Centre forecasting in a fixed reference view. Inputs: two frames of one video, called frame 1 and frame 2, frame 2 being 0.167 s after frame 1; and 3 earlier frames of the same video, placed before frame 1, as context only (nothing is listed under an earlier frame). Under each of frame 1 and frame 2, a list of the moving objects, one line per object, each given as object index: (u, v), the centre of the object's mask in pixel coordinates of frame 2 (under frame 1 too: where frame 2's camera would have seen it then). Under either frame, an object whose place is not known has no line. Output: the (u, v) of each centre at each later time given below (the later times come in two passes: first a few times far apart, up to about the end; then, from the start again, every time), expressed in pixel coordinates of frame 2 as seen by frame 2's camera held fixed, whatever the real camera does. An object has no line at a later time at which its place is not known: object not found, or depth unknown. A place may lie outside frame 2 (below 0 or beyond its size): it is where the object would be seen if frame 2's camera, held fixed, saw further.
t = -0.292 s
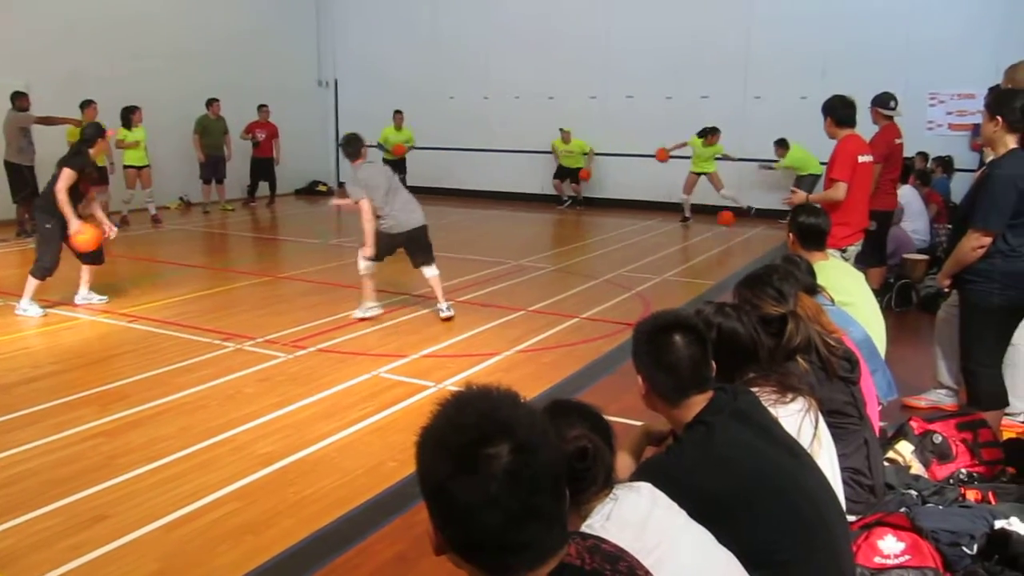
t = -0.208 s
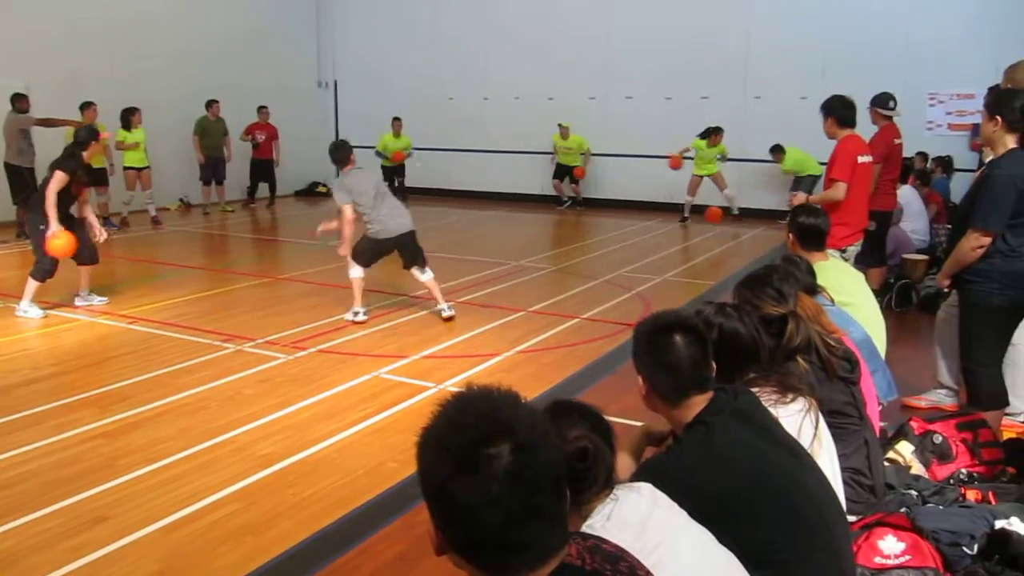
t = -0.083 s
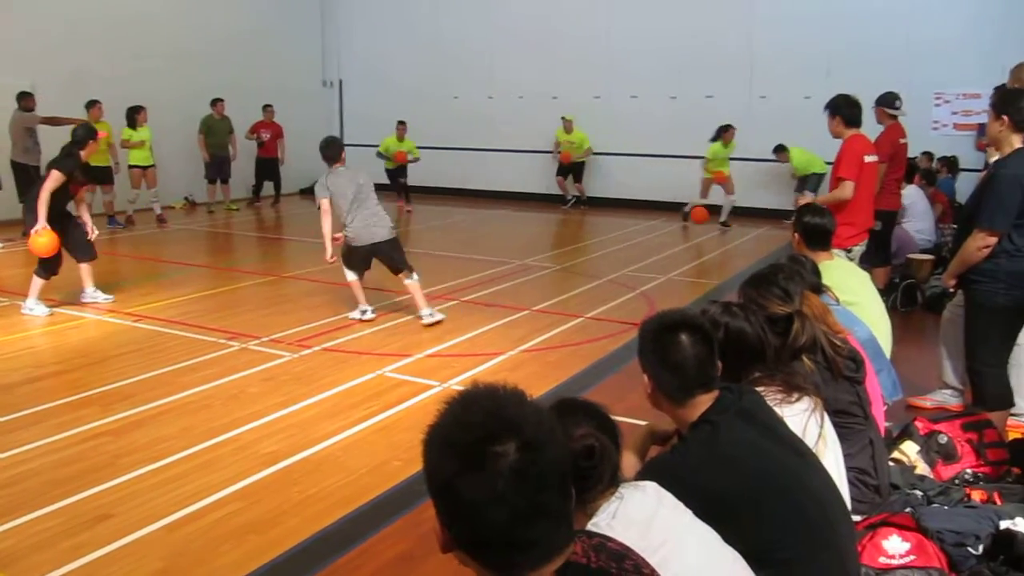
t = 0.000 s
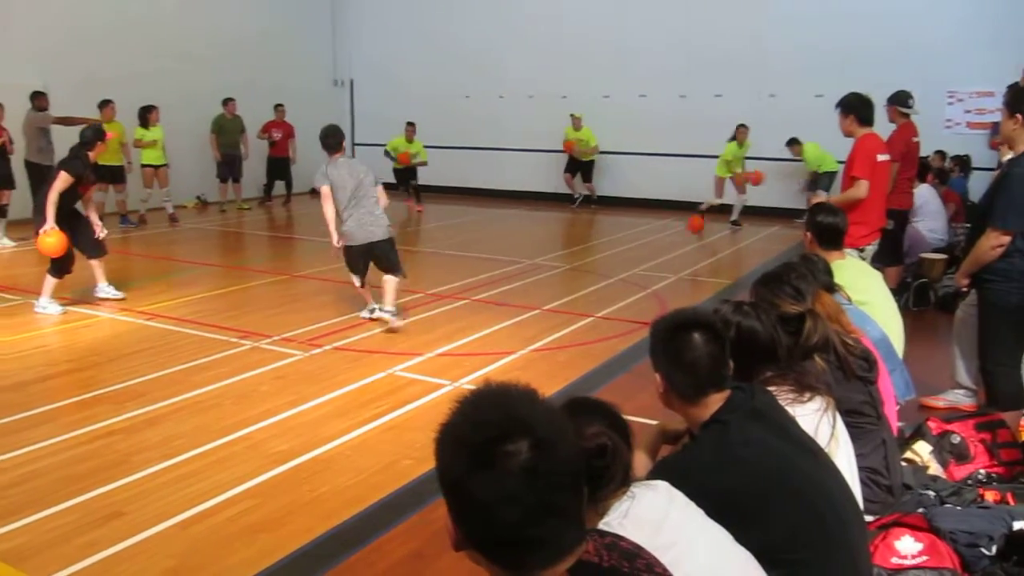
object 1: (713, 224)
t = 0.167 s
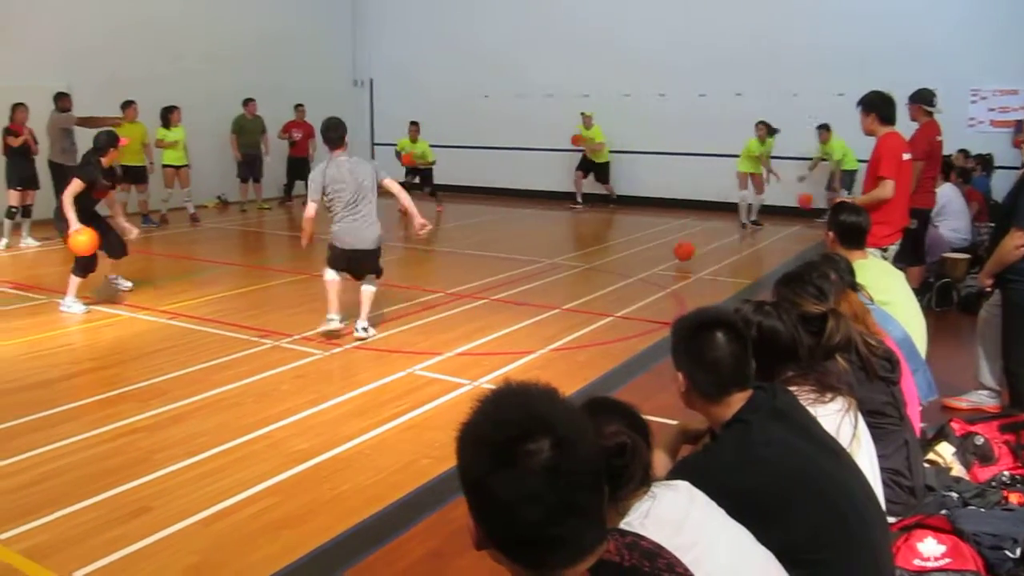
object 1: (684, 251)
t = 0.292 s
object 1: (661, 247)
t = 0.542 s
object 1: (605, 280)
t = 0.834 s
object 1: (519, 309)
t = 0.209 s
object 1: (676, 247)
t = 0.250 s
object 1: (669, 247)
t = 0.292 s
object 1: (661, 247)
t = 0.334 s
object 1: (653, 250)
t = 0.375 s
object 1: (643, 255)
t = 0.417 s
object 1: (634, 262)
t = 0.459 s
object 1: (624, 270)
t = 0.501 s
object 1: (614, 282)
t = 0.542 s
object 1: (605, 280)
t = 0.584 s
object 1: (594, 280)
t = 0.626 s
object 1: (583, 281)
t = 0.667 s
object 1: (571, 285)
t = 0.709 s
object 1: (559, 292)
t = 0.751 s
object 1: (545, 301)
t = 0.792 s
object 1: (532, 308)
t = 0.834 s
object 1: (519, 309)
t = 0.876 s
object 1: (504, 313)
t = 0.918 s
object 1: (490, 318)
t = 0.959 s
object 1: (474, 325)
